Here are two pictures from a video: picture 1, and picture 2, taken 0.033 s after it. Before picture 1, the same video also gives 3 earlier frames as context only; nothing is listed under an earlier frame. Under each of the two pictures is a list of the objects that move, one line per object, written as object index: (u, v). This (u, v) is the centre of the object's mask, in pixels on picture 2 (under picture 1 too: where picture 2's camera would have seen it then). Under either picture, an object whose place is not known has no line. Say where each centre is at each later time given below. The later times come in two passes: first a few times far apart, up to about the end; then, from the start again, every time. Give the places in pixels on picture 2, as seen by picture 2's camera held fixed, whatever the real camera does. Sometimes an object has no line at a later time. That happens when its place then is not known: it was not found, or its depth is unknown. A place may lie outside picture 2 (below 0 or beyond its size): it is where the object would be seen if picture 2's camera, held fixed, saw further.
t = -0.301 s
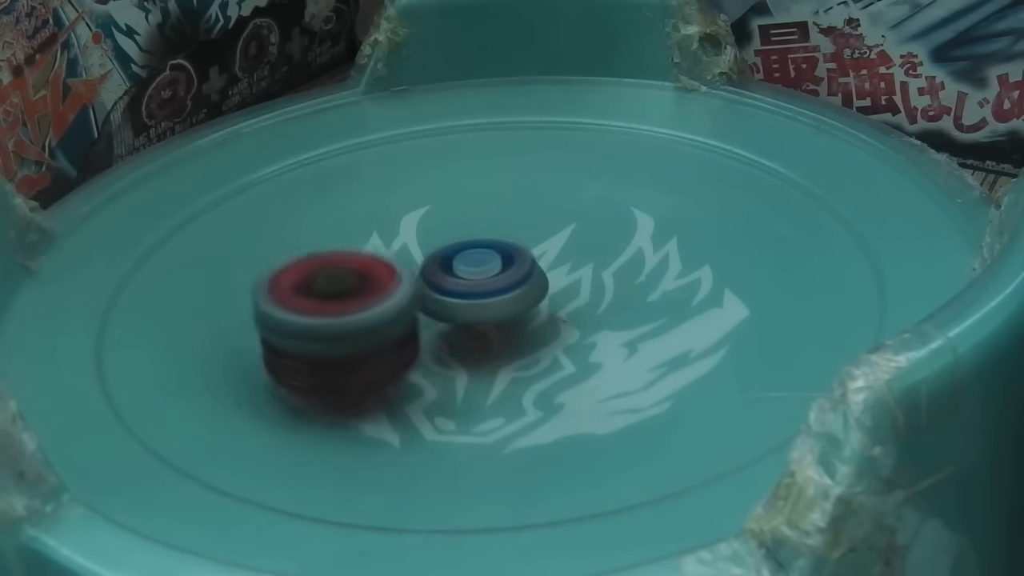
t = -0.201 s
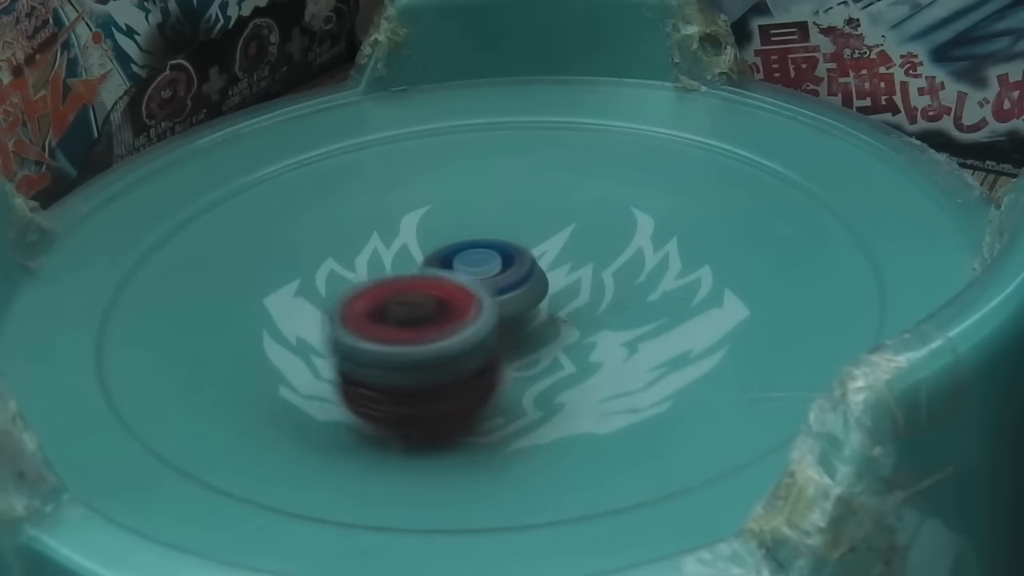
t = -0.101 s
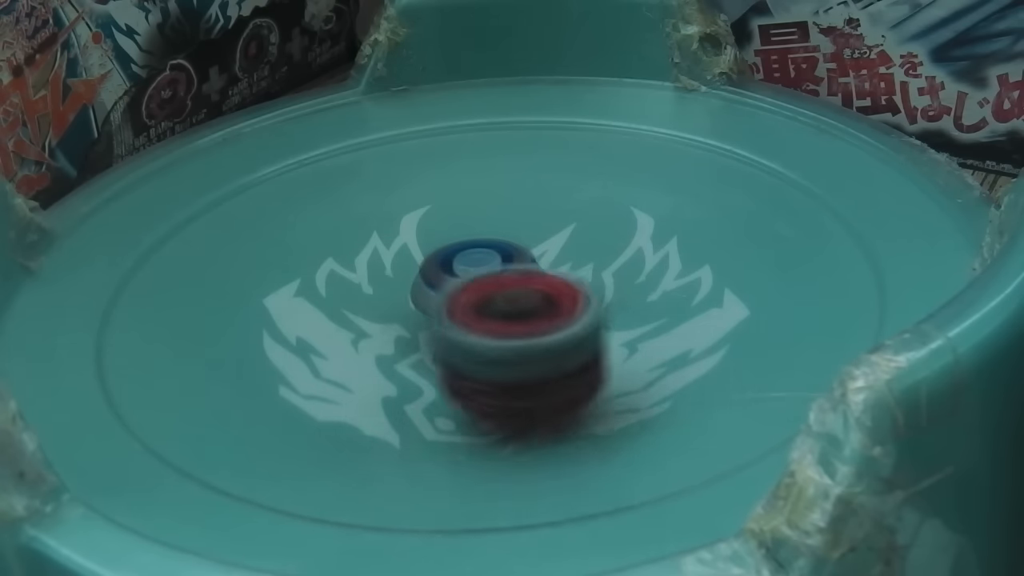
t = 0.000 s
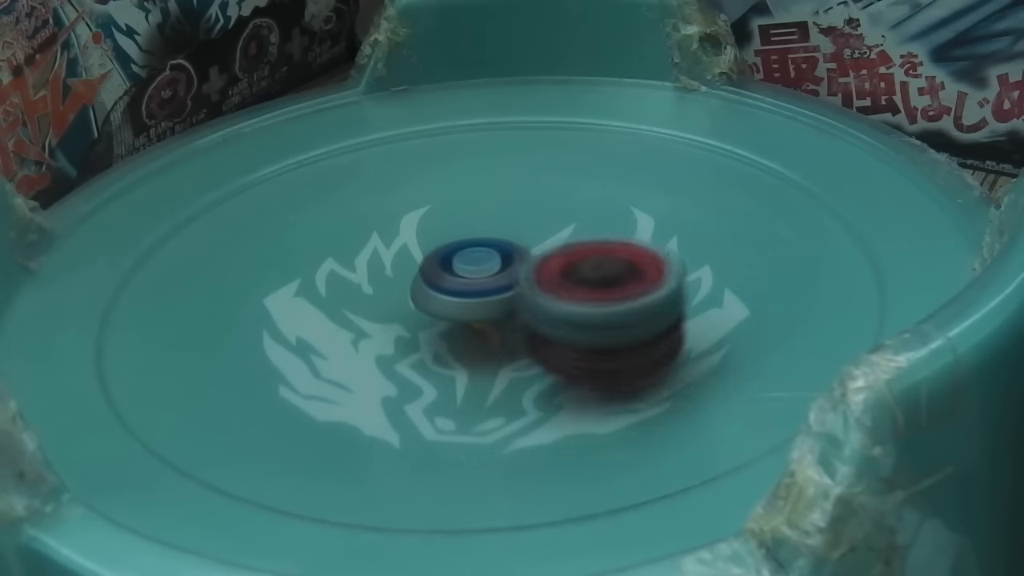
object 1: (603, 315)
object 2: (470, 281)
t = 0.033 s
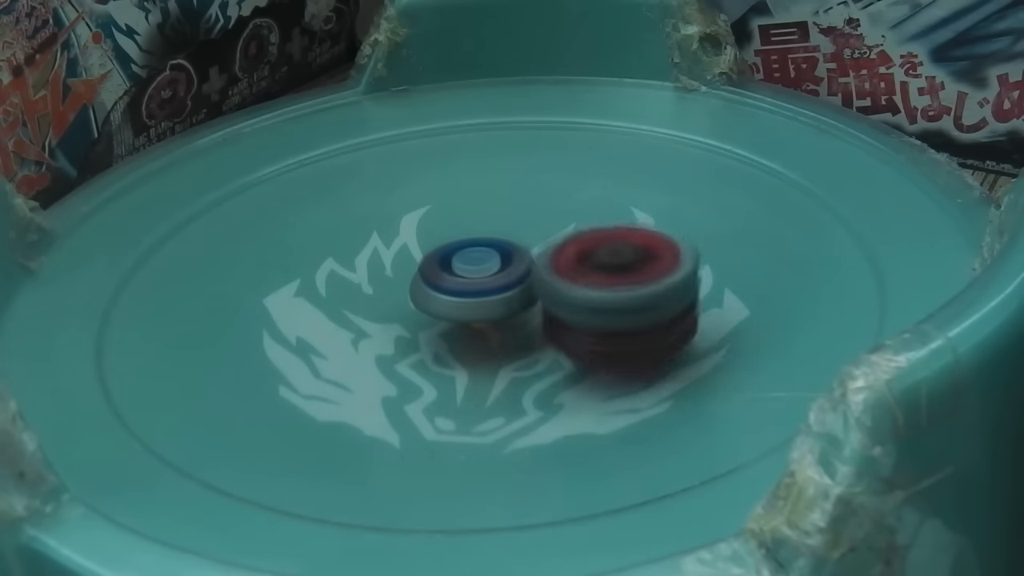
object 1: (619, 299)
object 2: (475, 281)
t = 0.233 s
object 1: (593, 219)
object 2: (476, 282)
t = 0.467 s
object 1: (416, 200)
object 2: (481, 280)
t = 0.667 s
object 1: (325, 277)
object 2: (480, 280)
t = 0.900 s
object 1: (469, 347)
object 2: (485, 256)
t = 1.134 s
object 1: (646, 278)
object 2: (479, 279)
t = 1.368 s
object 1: (567, 204)
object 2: (479, 280)
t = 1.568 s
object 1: (402, 218)
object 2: (485, 293)
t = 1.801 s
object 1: (331, 310)
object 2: (497, 295)
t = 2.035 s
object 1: (510, 350)
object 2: (537, 253)
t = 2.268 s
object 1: (636, 266)
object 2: (501, 251)
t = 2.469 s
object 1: (560, 206)
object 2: (428, 253)
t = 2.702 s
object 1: (402, 210)
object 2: (358, 294)
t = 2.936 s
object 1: (358, 284)
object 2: (395, 383)
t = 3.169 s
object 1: (516, 297)
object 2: (566, 408)
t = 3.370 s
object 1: (562, 232)
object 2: (602, 352)
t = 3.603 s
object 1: (447, 201)
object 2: (528, 271)
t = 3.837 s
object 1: (380, 278)
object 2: (525, 277)
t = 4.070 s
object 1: (505, 330)
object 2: (587, 253)
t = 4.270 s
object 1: (624, 288)
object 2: (535, 227)
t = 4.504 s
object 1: (551, 236)
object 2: (449, 191)
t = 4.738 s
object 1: (402, 265)
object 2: (370, 179)
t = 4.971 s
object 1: (409, 335)
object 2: (393, 221)
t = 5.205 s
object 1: (550, 303)
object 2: (436, 257)
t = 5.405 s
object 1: (570, 242)
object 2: (395, 237)
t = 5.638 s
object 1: (472, 213)
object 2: (333, 259)
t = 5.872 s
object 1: (451, 267)
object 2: (271, 310)
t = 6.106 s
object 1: (572, 288)
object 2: (368, 321)
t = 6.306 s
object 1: (593, 250)
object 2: (453, 306)
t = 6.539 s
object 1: (479, 260)
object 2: (362, 322)
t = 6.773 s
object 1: (478, 297)
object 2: (223, 360)
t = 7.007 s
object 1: (525, 266)
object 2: (316, 352)
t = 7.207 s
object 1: (467, 247)
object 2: (404, 336)
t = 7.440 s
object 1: (439, 260)
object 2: (376, 380)
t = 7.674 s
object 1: (510, 260)
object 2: (433, 364)
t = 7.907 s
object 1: (528, 228)
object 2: (476, 343)
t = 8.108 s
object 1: (478, 235)
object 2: (507, 332)
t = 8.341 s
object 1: (477, 275)
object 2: (548, 363)
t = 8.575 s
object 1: (520, 259)
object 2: (557, 345)
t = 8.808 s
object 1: (467, 250)
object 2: (536, 333)
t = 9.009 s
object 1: (426, 275)
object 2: (534, 336)
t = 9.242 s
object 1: (457, 280)
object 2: (575, 341)
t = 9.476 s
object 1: (467, 249)
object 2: (575, 327)
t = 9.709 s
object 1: (442, 246)
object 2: (554, 303)
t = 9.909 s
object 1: (452, 262)
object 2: (613, 317)
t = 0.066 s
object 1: (628, 284)
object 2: (477, 282)
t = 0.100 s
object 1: (632, 268)
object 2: (477, 281)
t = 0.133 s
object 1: (629, 253)
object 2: (476, 281)
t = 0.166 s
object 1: (622, 241)
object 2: (476, 281)
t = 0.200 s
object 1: (609, 229)
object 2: (476, 281)
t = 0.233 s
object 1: (593, 219)
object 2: (476, 282)
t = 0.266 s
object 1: (574, 207)
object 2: (475, 281)
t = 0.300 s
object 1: (552, 199)
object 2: (477, 282)
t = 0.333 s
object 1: (527, 192)
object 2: (477, 281)
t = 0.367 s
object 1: (500, 188)
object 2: (478, 281)
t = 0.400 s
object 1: (471, 187)
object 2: (478, 281)
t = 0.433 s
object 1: (442, 191)
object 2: (479, 281)
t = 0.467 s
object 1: (416, 200)
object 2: (481, 280)
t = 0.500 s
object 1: (391, 211)
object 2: (481, 280)
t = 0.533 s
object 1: (370, 224)
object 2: (480, 278)
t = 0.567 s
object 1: (352, 233)
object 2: (479, 278)
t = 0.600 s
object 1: (338, 246)
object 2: (478, 279)
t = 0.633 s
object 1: (329, 261)
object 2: (478, 279)
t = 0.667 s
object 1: (325, 277)
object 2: (480, 280)
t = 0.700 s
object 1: (328, 291)
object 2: (482, 280)
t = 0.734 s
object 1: (337, 308)
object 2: (482, 279)
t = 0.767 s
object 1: (353, 321)
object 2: (485, 277)
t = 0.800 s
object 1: (376, 331)
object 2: (492, 274)
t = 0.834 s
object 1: (405, 340)
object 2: (498, 272)
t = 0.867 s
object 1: (437, 346)
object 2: (498, 265)
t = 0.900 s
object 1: (469, 347)
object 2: (485, 256)
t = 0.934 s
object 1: (503, 345)
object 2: (467, 260)
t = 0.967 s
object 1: (536, 340)
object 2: (461, 270)
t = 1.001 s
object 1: (567, 330)
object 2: (464, 274)
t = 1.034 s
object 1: (597, 321)
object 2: (471, 278)
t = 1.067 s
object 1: (620, 309)
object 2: (478, 279)
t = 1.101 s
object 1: (635, 292)
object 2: (479, 278)
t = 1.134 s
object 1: (646, 278)
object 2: (479, 279)
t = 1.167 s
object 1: (650, 262)
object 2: (479, 279)
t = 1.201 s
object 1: (648, 250)
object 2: (479, 280)
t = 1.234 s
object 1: (640, 238)
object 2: (481, 280)
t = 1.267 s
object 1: (627, 228)
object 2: (482, 280)
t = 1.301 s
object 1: (610, 219)
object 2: (482, 280)
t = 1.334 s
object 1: (589, 210)
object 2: (480, 280)
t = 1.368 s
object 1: (567, 204)
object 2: (479, 280)
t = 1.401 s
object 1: (542, 197)
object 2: (479, 280)
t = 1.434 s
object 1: (513, 191)
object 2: (480, 281)
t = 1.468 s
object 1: (483, 192)
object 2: (482, 281)
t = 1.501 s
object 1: (455, 196)
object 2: (483, 287)
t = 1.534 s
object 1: (428, 204)
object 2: (484, 291)
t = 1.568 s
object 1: (402, 218)
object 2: (485, 293)
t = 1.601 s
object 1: (381, 229)
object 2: (487, 294)
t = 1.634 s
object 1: (362, 239)
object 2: (488, 295)
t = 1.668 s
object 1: (345, 249)
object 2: (491, 294)
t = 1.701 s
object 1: (334, 263)
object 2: (493, 294)
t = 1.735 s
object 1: (327, 279)
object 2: (494, 294)
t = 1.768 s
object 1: (326, 294)
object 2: (495, 294)
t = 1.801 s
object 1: (331, 310)
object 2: (497, 295)
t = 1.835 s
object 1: (343, 323)
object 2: (498, 295)
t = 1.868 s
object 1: (363, 334)
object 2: (503, 293)
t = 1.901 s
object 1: (388, 343)
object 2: (512, 295)
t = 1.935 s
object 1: (417, 351)
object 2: (520, 290)
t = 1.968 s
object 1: (444, 355)
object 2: (529, 274)
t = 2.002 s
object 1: (477, 354)
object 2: (536, 263)
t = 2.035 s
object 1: (510, 350)
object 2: (537, 253)
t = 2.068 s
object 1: (540, 344)
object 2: (530, 247)
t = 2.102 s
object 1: (570, 336)
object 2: (522, 247)
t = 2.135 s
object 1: (594, 324)
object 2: (516, 249)
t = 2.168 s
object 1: (613, 311)
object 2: (511, 253)
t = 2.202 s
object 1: (625, 295)
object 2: (508, 254)
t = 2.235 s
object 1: (633, 281)
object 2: (506, 254)
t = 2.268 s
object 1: (636, 266)
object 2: (501, 251)
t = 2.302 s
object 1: (632, 253)
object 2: (494, 249)
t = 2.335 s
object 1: (625, 242)
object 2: (486, 249)
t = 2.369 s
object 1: (613, 231)
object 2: (475, 248)
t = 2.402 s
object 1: (600, 221)
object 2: (457, 250)
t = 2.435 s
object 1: (582, 211)
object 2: (441, 251)
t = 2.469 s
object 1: (560, 206)
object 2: (428, 253)
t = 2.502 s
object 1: (536, 203)
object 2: (420, 257)
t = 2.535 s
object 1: (514, 200)
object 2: (409, 261)
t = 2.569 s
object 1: (493, 198)
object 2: (386, 273)
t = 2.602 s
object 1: (469, 198)
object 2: (370, 281)
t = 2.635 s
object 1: (445, 201)
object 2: (362, 286)
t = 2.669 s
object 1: (422, 205)
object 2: (358, 292)
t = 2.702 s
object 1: (402, 210)
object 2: (358, 294)
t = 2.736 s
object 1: (383, 216)
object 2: (355, 305)
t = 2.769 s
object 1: (369, 224)
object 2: (353, 315)
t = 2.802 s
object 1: (359, 236)
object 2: (353, 336)
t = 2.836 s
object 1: (352, 249)
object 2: (355, 352)
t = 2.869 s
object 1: (349, 261)
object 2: (365, 358)
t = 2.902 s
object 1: (351, 272)
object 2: (378, 369)
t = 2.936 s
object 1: (358, 284)
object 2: (395, 383)
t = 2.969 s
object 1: (371, 295)
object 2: (418, 392)
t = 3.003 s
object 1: (390, 303)
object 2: (444, 398)
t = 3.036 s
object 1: (414, 307)
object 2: (469, 399)
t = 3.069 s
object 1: (439, 309)
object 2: (491, 398)
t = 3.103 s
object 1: (466, 306)
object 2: (515, 402)
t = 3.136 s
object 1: (492, 302)
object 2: (542, 408)
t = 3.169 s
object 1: (516, 297)
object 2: (566, 408)
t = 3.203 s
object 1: (535, 288)
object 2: (584, 403)
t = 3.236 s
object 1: (550, 278)
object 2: (597, 396)
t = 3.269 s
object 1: (560, 266)
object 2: (605, 387)
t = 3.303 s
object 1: (564, 254)
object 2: (607, 376)
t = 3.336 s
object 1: (565, 243)
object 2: (606, 363)
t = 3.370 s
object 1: (562, 232)
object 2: (602, 352)
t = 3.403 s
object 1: (554, 221)
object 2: (595, 338)
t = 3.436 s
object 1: (542, 211)
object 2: (586, 321)
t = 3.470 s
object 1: (527, 204)
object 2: (576, 310)
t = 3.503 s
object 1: (509, 198)
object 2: (564, 297)
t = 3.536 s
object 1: (489, 196)
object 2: (552, 287)
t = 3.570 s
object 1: (468, 197)
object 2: (541, 277)
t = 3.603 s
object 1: (447, 201)
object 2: (528, 271)
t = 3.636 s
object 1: (427, 208)
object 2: (523, 270)
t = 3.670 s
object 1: (410, 218)
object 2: (517, 270)
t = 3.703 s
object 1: (396, 229)
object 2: (516, 272)
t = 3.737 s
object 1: (385, 241)
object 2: (515, 274)
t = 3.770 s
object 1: (378, 253)
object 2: (517, 277)
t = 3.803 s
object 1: (376, 264)
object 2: (521, 278)
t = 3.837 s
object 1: (380, 278)
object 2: (525, 277)
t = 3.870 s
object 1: (384, 290)
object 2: (538, 278)
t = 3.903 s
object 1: (396, 303)
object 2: (546, 278)
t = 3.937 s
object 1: (413, 313)
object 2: (552, 278)
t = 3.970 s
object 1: (433, 322)
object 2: (561, 276)
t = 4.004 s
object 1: (453, 328)
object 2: (573, 267)
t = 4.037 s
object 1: (478, 331)
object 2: (582, 262)
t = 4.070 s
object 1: (505, 330)
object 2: (587, 253)
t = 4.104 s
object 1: (532, 328)
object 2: (585, 244)
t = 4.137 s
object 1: (559, 324)
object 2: (574, 235)
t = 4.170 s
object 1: (582, 317)
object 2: (558, 232)
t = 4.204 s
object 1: (600, 310)
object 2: (546, 234)
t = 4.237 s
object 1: (614, 299)
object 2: (539, 234)
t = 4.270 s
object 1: (624, 288)
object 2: (535, 227)
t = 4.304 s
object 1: (628, 277)
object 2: (528, 221)
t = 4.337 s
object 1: (627, 266)
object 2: (520, 217)
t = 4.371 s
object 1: (619, 257)
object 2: (512, 216)
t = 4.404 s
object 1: (609, 251)
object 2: (499, 210)
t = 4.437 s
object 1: (594, 245)
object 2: (483, 202)
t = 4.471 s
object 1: (574, 240)
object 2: (466, 196)
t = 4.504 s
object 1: (551, 236)
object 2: (449, 191)
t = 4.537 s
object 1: (529, 235)
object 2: (430, 187)
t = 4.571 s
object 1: (504, 235)
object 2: (411, 183)
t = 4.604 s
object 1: (482, 239)
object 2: (394, 180)
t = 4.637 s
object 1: (460, 242)
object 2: (380, 177)
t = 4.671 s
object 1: (438, 249)
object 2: (373, 175)
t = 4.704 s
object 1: (420, 257)
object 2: (369, 176)
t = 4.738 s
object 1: (402, 265)
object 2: (370, 179)
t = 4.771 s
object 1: (389, 276)
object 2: (371, 182)
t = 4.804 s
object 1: (378, 286)
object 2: (373, 188)
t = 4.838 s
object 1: (373, 296)
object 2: (376, 194)
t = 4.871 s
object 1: (373, 310)
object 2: (379, 201)
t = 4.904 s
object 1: (380, 320)
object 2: (383, 208)
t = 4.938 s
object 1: (392, 327)
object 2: (388, 215)
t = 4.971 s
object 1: (409, 335)
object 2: (393, 221)
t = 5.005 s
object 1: (428, 339)
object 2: (399, 227)
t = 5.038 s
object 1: (450, 339)
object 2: (405, 233)
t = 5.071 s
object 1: (475, 335)
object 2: (411, 238)
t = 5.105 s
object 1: (499, 331)
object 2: (417, 243)
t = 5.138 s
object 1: (520, 325)
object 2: (423, 248)
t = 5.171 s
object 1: (537, 315)
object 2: (429, 252)
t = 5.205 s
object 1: (550, 303)
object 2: (436, 257)
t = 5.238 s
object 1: (560, 290)
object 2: (439, 260)
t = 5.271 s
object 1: (568, 280)
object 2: (440, 257)
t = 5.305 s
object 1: (574, 269)
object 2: (434, 253)
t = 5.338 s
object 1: (578, 260)
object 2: (417, 246)
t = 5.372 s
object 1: (577, 251)
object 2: (403, 239)
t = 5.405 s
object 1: (570, 242)
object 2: (395, 237)
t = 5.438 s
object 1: (559, 232)
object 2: (392, 236)
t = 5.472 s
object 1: (544, 223)
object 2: (393, 237)
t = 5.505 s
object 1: (528, 218)
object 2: (393, 241)
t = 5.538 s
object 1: (519, 214)
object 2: (368, 246)
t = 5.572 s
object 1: (506, 212)
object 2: (348, 250)
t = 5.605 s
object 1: (489, 213)
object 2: (337, 253)
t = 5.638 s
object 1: (472, 213)
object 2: (333, 259)
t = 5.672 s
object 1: (456, 220)
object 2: (330, 263)
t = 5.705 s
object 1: (450, 222)
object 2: (303, 275)
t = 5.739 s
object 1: (445, 230)
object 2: (281, 285)
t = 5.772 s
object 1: (440, 240)
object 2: (267, 293)
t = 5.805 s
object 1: (440, 249)
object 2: (263, 300)
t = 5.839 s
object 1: (444, 258)
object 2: (265, 305)
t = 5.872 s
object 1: (451, 267)
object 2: (271, 310)
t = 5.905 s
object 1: (461, 277)
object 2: (278, 314)
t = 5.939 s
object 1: (475, 285)
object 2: (289, 317)
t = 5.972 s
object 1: (493, 289)
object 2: (301, 319)
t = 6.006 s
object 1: (513, 292)
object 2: (315, 320)
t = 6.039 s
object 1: (534, 293)
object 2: (332, 321)
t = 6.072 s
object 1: (555, 292)
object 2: (350, 321)
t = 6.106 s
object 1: (572, 288)
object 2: (368, 321)
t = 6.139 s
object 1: (589, 282)
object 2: (386, 319)
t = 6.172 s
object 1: (601, 277)
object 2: (403, 317)
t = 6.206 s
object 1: (609, 269)
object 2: (419, 315)
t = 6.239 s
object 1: (610, 262)
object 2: (433, 312)
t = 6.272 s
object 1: (604, 254)
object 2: (445, 309)
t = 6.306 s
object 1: (593, 250)
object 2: (453, 306)
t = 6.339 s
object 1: (576, 249)
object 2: (459, 304)
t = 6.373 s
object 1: (562, 247)
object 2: (448, 306)
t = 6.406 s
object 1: (547, 246)
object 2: (437, 307)
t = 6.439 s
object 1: (531, 249)
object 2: (408, 313)
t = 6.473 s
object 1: (516, 250)
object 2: (387, 318)
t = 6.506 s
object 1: (496, 253)
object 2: (371, 321)
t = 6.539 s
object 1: (479, 260)
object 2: (362, 322)
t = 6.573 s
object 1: (466, 268)
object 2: (350, 326)
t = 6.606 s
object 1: (456, 273)
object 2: (335, 330)
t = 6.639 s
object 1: (447, 280)
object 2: (325, 335)
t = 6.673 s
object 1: (451, 285)
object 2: (284, 338)
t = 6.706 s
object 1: (457, 289)
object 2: (256, 350)
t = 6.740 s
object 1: (466, 292)
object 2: (234, 356)
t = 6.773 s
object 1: (478, 297)
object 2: (223, 360)
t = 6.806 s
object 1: (492, 297)
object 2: (222, 362)
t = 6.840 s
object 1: (505, 293)
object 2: (228, 363)
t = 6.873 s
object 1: (518, 290)
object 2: (239, 363)
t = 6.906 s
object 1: (527, 284)
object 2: (253, 363)
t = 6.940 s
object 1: (531, 278)
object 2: (270, 359)
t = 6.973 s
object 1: (530, 272)
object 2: (293, 355)
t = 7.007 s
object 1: (525, 266)
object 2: (316, 352)
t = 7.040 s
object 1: (516, 261)
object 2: (340, 349)
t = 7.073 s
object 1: (504, 257)
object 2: (366, 340)
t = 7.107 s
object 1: (492, 254)
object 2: (394, 331)
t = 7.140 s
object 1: (483, 251)
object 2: (405, 329)
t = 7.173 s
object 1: (474, 248)
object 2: (403, 333)
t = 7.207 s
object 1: (467, 247)
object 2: (404, 336)
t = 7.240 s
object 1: (458, 246)
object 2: (406, 336)
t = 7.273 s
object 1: (450, 247)
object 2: (403, 341)
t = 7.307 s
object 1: (446, 250)
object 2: (391, 353)
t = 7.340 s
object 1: (441, 253)
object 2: (381, 367)
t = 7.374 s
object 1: (438, 254)
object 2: (376, 373)
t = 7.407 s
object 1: (438, 257)
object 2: (374, 379)
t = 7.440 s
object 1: (439, 260)
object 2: (376, 380)
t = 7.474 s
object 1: (444, 262)
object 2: (384, 381)
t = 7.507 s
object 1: (450, 264)
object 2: (395, 377)
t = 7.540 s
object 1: (460, 264)
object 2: (408, 370)
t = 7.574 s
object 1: (471, 263)
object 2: (424, 362)
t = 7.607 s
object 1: (482, 262)
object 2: (435, 355)
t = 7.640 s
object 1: (497, 262)
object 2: (433, 360)
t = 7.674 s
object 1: (510, 260)
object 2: (433, 364)
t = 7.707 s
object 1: (520, 256)
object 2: (436, 364)
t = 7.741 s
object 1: (527, 250)
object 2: (443, 362)
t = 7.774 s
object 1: (532, 244)
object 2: (449, 361)
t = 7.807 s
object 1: (535, 239)
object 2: (456, 357)
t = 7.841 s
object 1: (535, 235)
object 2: (463, 351)
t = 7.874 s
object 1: (532, 231)
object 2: (470, 347)
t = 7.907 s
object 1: (528, 228)
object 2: (476, 343)
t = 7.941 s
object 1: (519, 224)
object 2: (482, 338)
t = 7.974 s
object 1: (510, 223)
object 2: (488, 336)
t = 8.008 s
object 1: (503, 224)
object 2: (494, 331)
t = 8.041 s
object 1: (493, 226)
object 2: (498, 326)
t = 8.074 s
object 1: (484, 229)
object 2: (503, 323)
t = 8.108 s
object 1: (478, 235)
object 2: (507, 332)
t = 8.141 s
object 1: (472, 241)
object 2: (511, 341)
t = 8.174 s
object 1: (467, 247)
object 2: (515, 347)
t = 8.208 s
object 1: (464, 254)
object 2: (517, 350)
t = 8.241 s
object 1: (462, 260)
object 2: (520, 348)
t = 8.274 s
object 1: (464, 266)
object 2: (526, 351)
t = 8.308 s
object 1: (470, 271)
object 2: (538, 359)
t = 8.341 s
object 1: (477, 275)
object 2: (548, 363)
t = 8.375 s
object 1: (485, 276)
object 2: (554, 365)
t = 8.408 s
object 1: (494, 275)
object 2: (558, 363)
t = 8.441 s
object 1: (501, 273)
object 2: (560, 361)
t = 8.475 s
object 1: (509, 270)
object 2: (560, 358)
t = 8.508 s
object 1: (515, 266)
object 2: (560, 353)
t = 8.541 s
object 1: (518, 263)
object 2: (558, 348)
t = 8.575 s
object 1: (520, 259)
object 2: (557, 345)
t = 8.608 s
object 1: (518, 255)
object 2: (556, 348)
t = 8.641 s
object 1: (514, 253)
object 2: (552, 346)
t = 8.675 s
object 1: (507, 251)
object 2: (549, 346)
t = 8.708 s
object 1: (498, 249)
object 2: (546, 344)
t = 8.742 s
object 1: (488, 249)
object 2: (543, 339)
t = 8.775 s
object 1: (477, 249)
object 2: (540, 338)
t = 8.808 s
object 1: (467, 250)
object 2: (536, 333)
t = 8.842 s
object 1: (456, 253)
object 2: (532, 332)
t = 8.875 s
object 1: (448, 256)
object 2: (528, 330)
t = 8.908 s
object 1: (440, 260)
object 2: (532, 333)
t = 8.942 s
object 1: (434, 265)
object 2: (536, 335)
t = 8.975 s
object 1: (429, 269)
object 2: (535, 336)
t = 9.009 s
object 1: (426, 275)
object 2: (534, 336)
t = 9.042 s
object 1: (426, 278)
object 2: (536, 336)
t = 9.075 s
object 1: (429, 282)
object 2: (542, 337)
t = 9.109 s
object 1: (432, 283)
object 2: (549, 339)
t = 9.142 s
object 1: (438, 285)
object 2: (562, 342)
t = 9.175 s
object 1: (445, 285)
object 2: (571, 345)
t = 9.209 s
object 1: (452, 282)
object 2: (575, 345)
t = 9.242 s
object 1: (457, 280)
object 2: (575, 341)
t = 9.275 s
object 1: (461, 276)
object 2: (574, 337)
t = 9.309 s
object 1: (466, 270)
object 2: (570, 333)
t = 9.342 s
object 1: (469, 265)
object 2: (567, 330)
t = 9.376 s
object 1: (471, 259)
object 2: (565, 326)
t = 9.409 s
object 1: (470, 255)
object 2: (572, 327)
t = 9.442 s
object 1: (469, 253)
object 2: (575, 328)
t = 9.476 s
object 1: (467, 249)
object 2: (575, 327)
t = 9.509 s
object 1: (463, 246)
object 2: (573, 325)
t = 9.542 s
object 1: (459, 244)
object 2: (570, 321)
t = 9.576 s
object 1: (455, 241)
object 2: (568, 318)
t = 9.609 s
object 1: (450, 241)
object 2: (564, 314)
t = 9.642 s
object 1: (447, 242)
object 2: (561, 310)
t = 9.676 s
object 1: (443, 244)
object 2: (557, 307)
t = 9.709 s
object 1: (442, 246)
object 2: (554, 303)
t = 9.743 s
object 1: (442, 250)
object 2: (563, 304)
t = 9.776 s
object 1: (443, 251)
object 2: (584, 311)
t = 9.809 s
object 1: (444, 252)
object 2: (601, 315)
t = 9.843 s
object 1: (444, 255)
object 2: (609, 318)
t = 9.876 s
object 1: (445, 259)
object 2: (613, 318)
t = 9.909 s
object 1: (452, 262)
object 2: (613, 317)
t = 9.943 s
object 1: (459, 266)
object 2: (612, 315)
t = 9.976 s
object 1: (466, 269)
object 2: (610, 312)
